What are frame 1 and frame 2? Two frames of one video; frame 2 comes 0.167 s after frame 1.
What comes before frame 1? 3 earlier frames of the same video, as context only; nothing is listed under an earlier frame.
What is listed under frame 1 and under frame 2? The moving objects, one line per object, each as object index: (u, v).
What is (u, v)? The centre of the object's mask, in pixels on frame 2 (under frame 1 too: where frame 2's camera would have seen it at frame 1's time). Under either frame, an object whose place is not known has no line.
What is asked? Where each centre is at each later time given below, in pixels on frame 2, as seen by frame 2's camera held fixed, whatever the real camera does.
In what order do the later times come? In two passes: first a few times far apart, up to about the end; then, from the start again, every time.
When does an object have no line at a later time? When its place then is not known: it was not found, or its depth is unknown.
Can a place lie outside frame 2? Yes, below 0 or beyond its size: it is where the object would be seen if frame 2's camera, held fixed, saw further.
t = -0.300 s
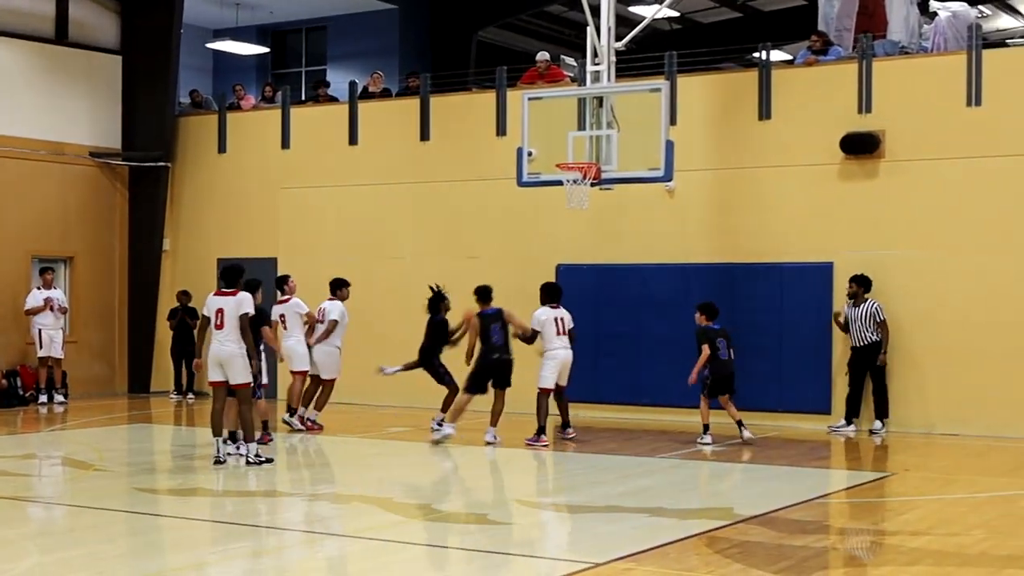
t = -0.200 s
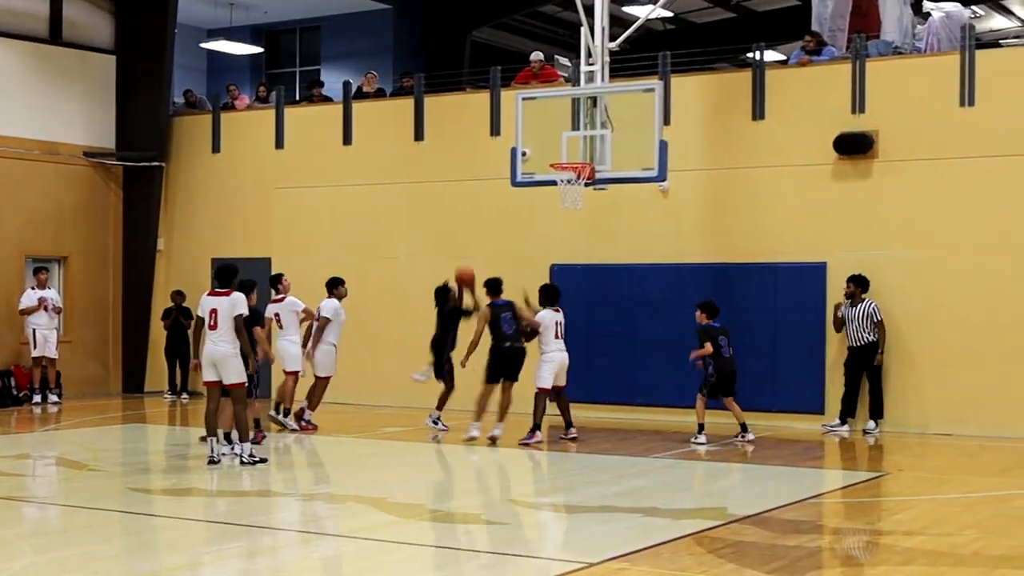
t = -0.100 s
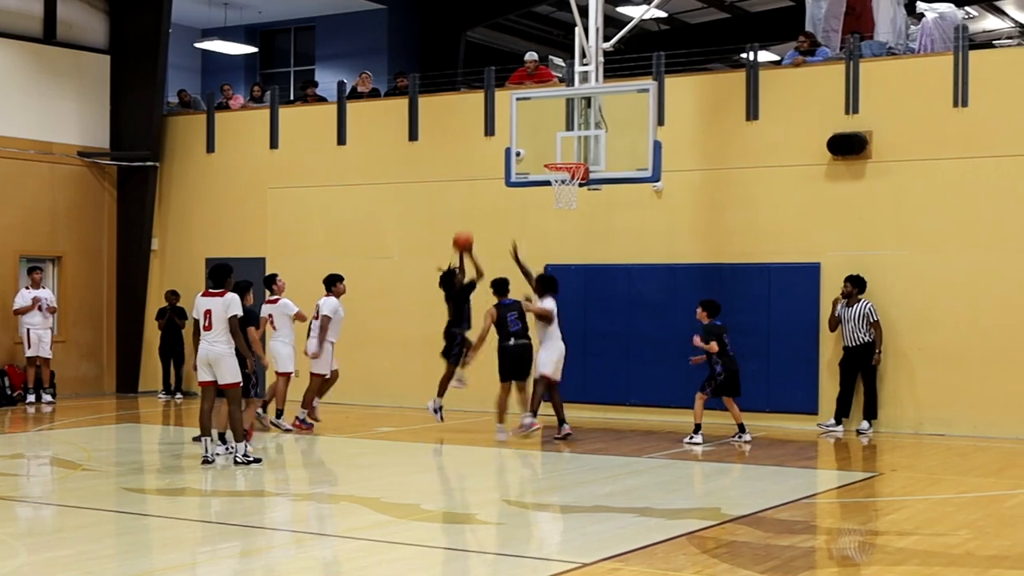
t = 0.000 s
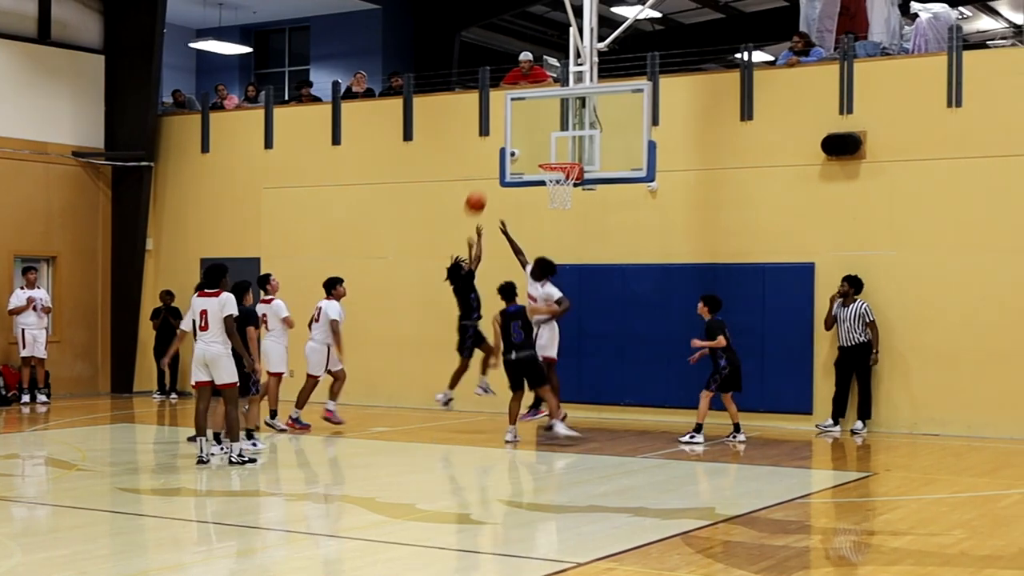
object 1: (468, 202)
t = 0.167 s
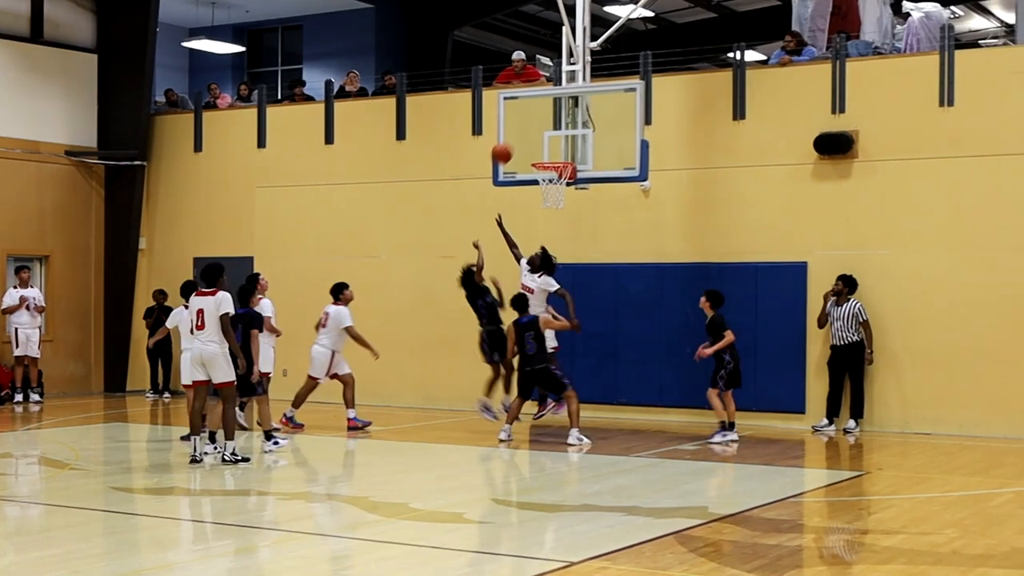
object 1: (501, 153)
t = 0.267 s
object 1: (522, 135)
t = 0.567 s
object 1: (543, 143)
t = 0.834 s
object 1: (556, 159)
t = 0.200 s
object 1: (509, 146)
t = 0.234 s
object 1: (516, 140)
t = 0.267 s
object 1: (522, 135)
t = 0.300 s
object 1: (528, 131)
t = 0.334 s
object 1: (535, 128)
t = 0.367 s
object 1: (541, 126)
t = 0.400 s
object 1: (541, 126)
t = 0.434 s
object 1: (542, 128)
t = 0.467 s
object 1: (542, 130)
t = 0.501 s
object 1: (542, 133)
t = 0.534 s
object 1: (543, 137)
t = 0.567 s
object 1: (543, 143)
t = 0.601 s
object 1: (543, 149)
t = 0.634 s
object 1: (544, 154)
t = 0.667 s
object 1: (547, 154)
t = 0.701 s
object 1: (552, 155)
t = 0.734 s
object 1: (556, 156)
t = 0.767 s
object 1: (560, 158)
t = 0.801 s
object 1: (559, 159)
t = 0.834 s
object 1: (556, 159)
